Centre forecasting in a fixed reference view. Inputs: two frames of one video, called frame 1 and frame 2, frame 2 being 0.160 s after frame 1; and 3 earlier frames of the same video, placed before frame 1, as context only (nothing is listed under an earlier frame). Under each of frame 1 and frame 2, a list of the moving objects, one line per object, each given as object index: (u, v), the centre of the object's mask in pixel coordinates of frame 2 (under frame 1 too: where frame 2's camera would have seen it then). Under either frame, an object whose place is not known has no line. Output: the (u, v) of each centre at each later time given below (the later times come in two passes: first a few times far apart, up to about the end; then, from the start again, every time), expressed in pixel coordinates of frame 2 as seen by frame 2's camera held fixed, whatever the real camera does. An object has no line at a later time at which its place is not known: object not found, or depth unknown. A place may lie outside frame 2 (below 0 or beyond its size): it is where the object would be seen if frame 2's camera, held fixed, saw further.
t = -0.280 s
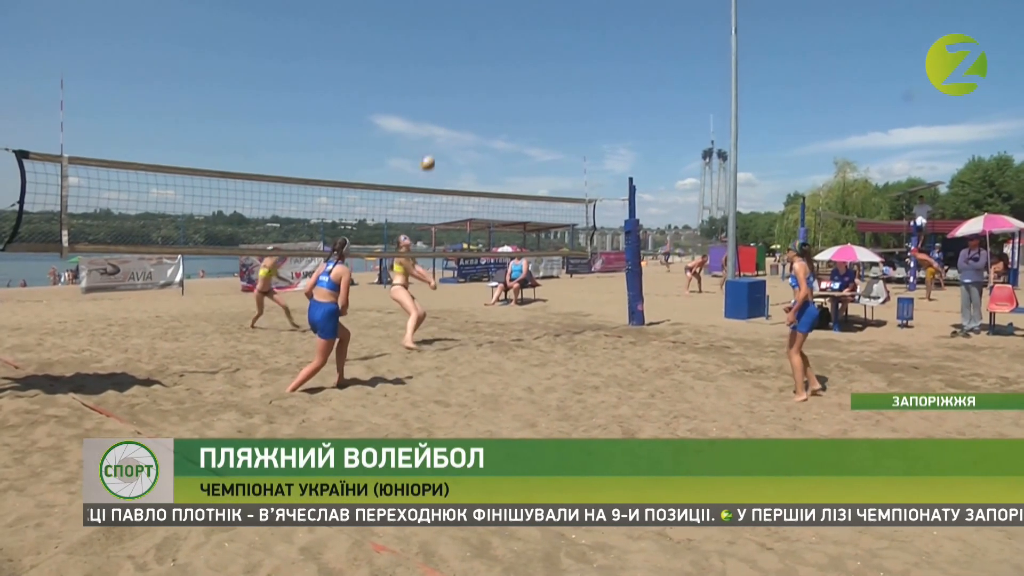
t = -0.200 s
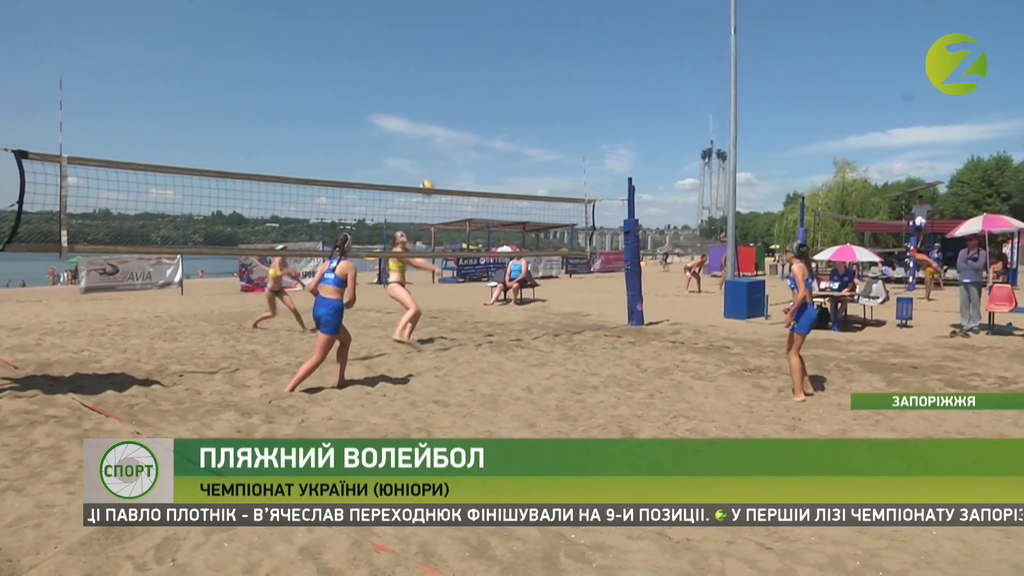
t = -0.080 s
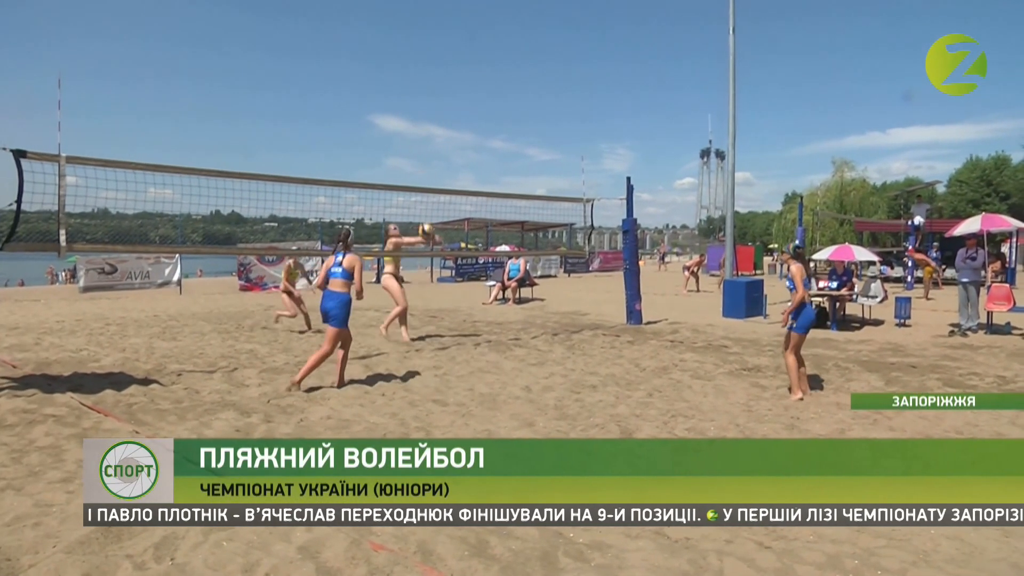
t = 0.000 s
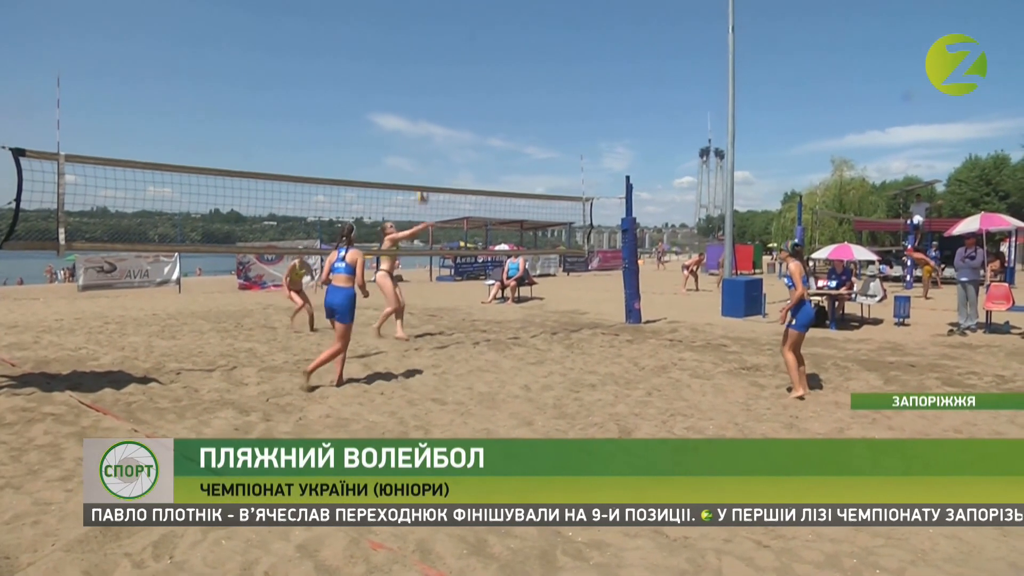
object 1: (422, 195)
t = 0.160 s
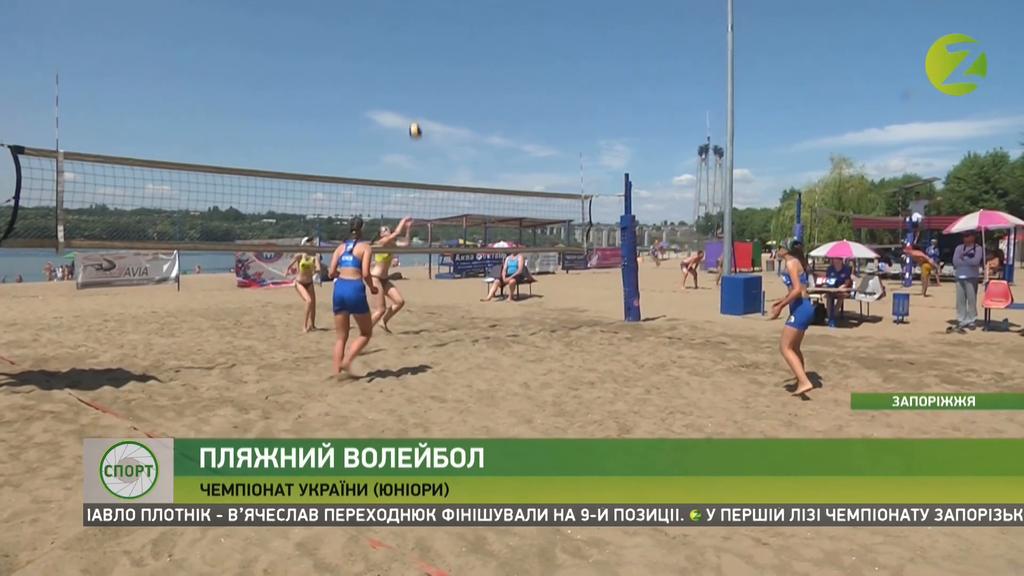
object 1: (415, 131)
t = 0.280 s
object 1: (411, 96)
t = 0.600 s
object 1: (401, 49)
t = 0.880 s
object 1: (391, 60)
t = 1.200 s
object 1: (379, 131)
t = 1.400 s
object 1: (372, 205)
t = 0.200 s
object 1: (414, 118)
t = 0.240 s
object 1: (412, 107)
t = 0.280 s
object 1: (411, 96)
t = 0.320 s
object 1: (410, 86)
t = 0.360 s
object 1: (408, 78)
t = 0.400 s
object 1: (407, 71)
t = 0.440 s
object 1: (406, 64)
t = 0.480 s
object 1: (404, 59)
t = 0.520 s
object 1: (403, 55)
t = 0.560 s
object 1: (402, 52)
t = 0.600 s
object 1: (401, 49)
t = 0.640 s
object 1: (399, 48)
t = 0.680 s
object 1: (398, 48)
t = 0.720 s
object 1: (396, 48)
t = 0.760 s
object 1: (395, 50)
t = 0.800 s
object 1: (394, 52)
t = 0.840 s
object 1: (393, 56)
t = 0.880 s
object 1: (391, 60)
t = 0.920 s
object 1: (389, 66)
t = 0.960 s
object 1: (388, 72)
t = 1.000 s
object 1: (386, 79)
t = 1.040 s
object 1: (385, 88)
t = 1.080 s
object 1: (383, 97)
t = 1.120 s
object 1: (382, 107)
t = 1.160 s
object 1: (380, 119)
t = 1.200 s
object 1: (379, 131)
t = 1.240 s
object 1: (377, 144)
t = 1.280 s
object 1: (376, 158)
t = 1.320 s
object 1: (375, 172)
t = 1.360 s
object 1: (374, 191)
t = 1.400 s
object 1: (372, 205)
